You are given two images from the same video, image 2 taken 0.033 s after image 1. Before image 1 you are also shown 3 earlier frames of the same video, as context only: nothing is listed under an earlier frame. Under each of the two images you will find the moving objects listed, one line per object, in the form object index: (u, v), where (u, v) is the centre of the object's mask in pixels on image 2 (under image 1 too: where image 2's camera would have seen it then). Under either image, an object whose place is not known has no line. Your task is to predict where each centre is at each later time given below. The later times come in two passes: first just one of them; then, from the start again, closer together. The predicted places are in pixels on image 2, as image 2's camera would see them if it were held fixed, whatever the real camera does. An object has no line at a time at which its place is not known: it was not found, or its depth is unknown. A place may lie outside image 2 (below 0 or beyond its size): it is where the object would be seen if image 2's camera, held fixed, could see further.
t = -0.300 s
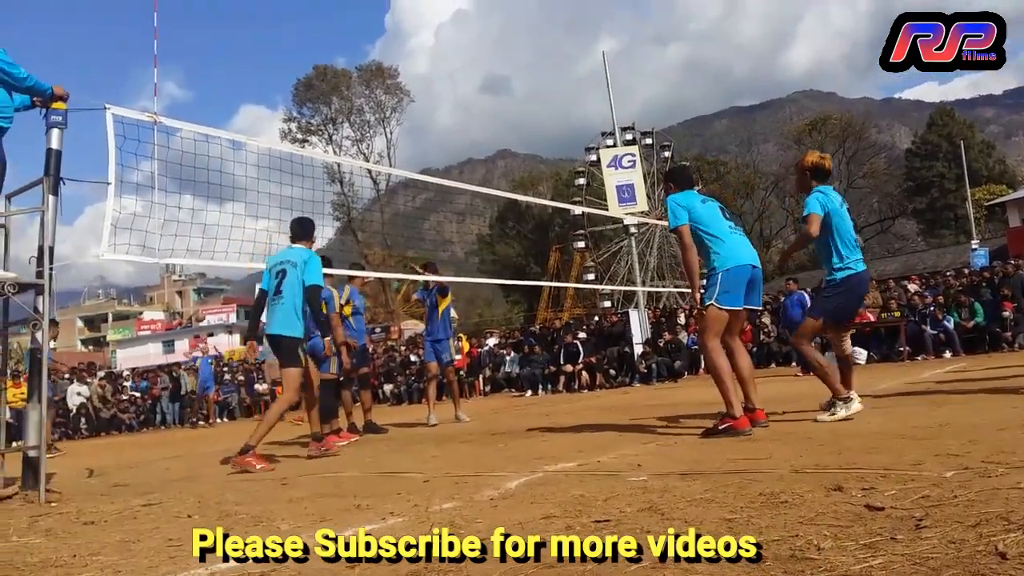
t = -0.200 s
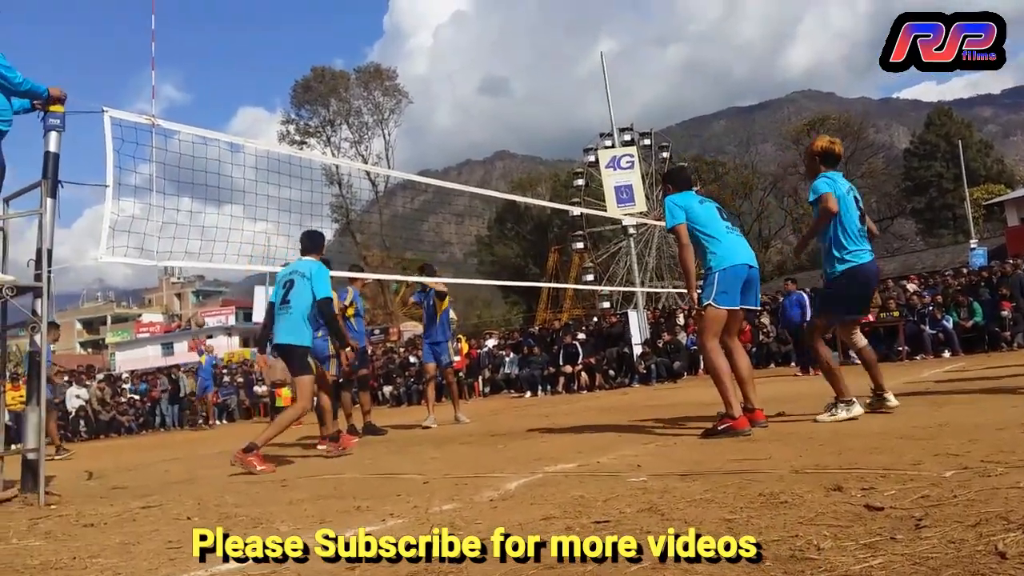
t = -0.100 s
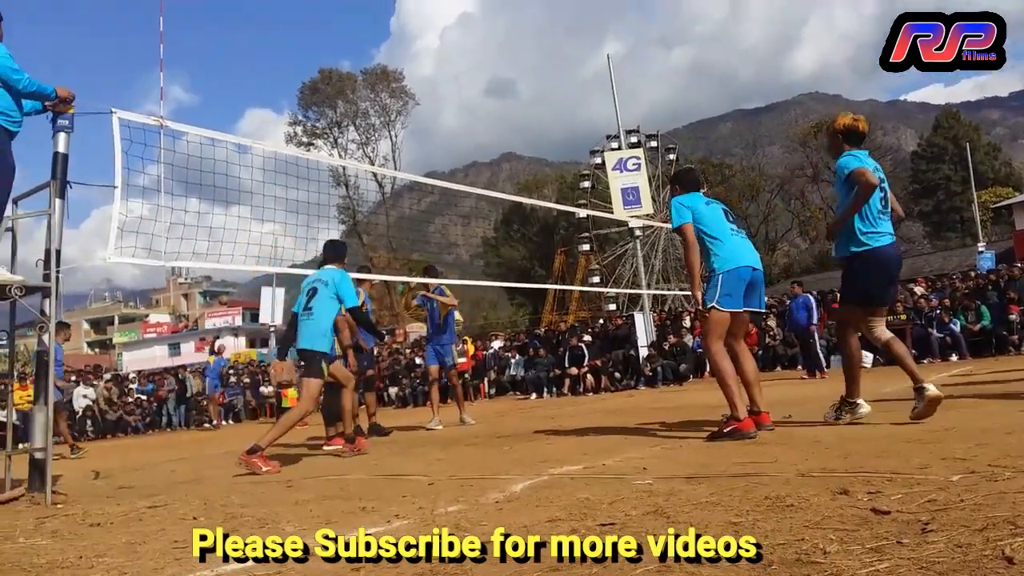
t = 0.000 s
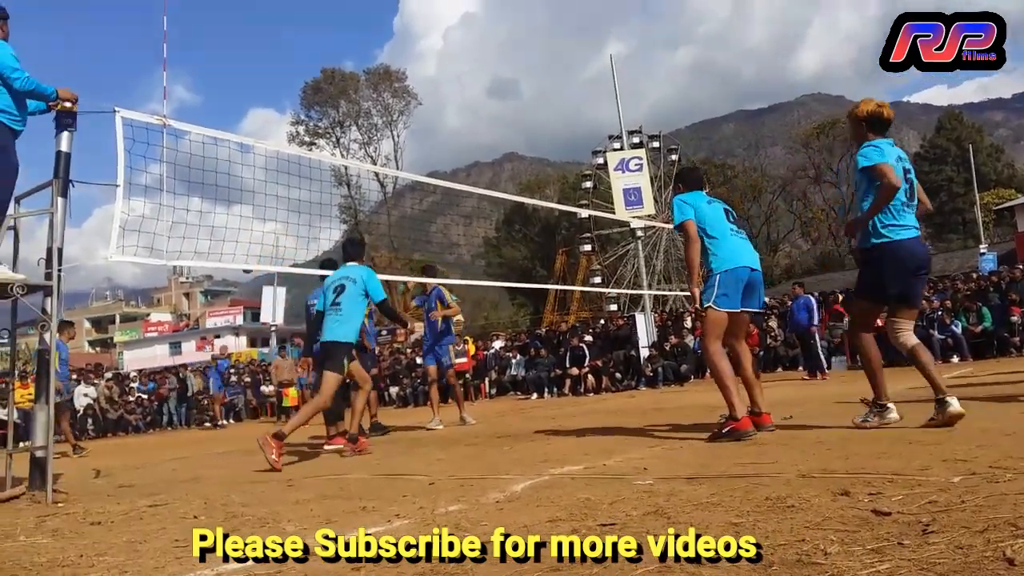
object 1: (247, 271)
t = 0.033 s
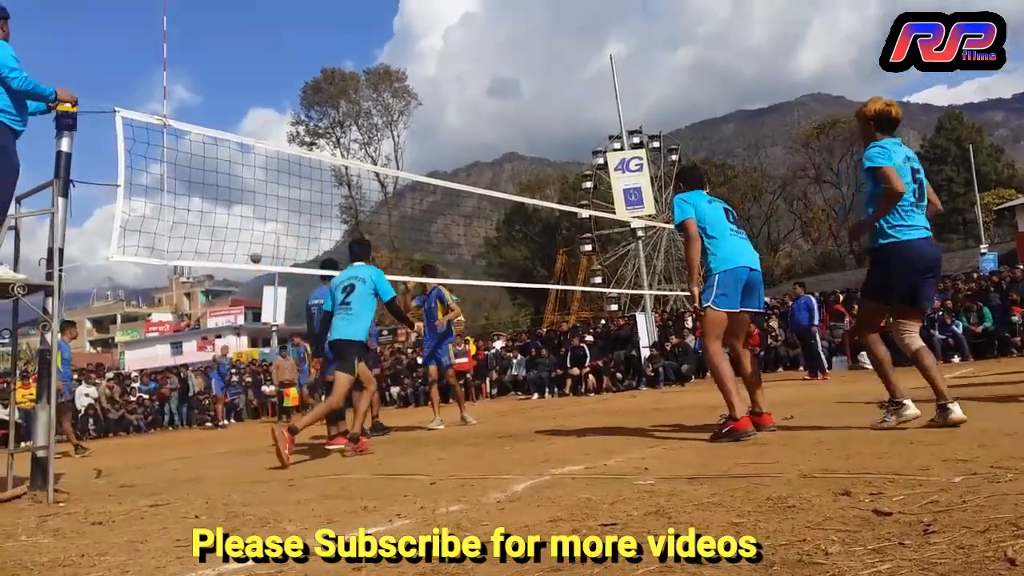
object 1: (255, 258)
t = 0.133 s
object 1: (279, 228)
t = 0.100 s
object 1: (271, 238)
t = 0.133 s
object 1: (279, 228)
